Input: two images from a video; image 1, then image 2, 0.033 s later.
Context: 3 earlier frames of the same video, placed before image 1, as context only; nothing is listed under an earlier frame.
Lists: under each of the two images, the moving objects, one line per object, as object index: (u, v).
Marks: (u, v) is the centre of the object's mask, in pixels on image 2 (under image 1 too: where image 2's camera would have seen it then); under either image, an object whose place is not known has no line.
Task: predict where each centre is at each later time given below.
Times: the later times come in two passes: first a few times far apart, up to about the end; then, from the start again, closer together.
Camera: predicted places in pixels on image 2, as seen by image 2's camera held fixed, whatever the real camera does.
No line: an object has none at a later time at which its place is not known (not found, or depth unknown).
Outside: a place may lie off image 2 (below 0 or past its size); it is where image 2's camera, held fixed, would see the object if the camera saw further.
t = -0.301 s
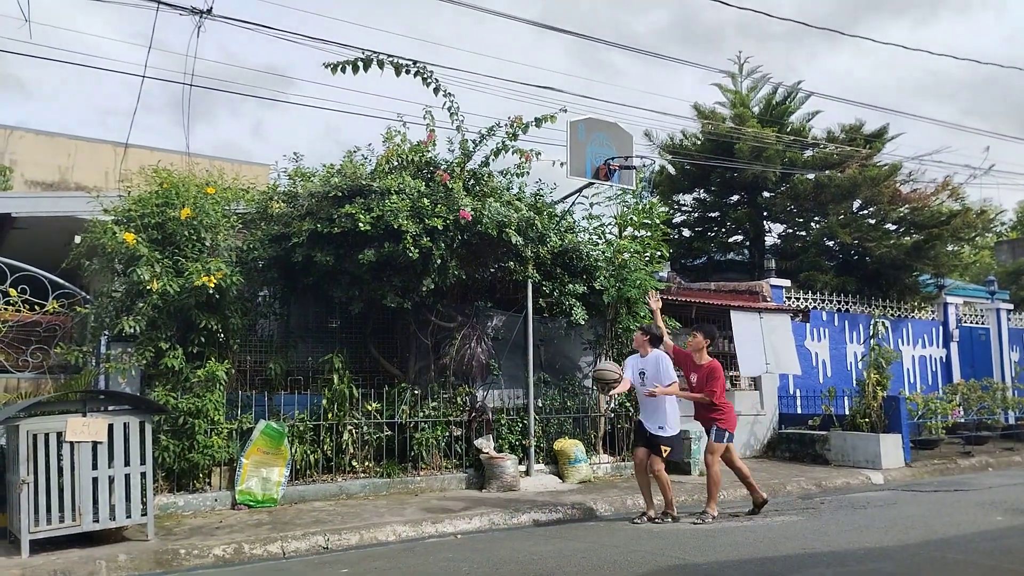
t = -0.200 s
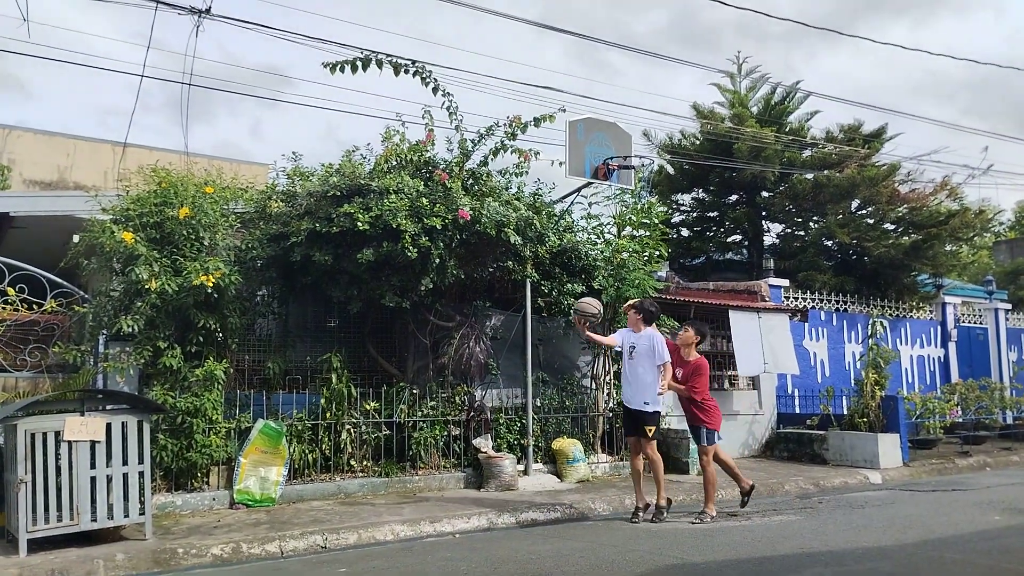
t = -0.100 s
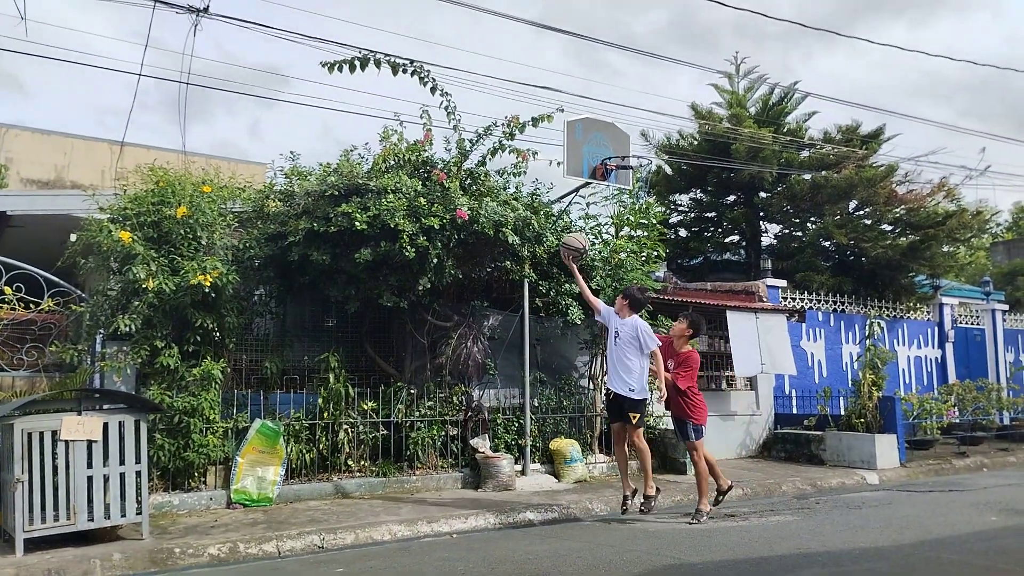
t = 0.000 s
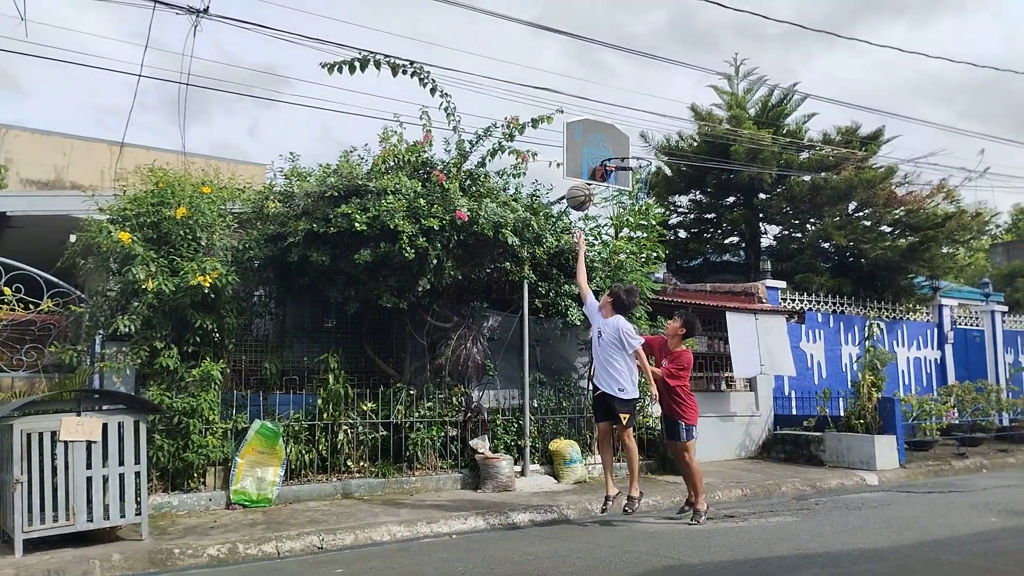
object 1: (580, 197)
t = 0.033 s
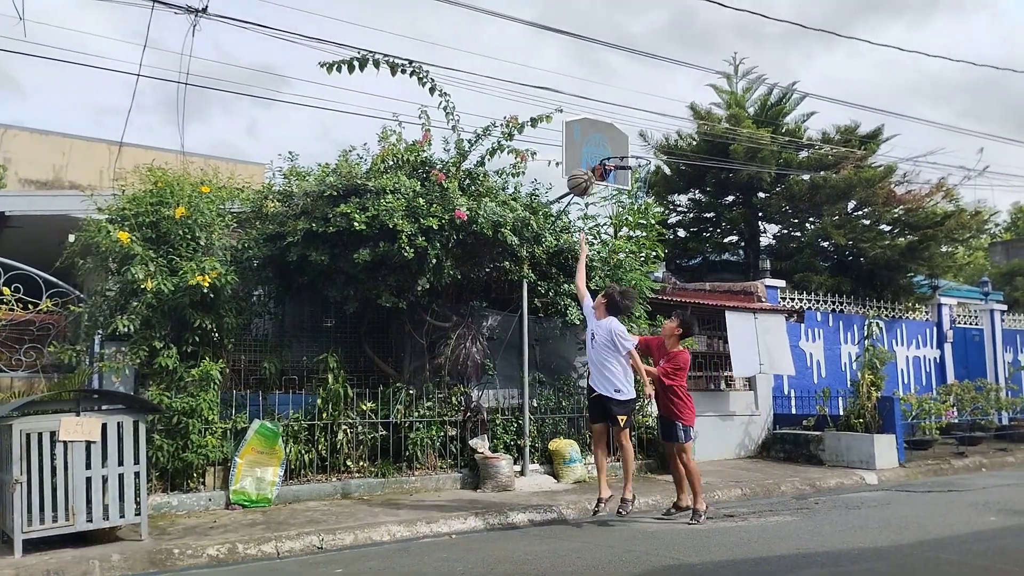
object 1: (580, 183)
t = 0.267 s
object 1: (592, 125)
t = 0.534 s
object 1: (620, 128)
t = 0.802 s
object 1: (627, 157)
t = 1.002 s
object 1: (624, 178)
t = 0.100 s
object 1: (584, 160)
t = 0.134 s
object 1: (586, 150)
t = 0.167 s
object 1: (587, 141)
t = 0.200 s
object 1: (590, 135)
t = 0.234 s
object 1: (591, 129)
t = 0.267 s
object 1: (592, 125)
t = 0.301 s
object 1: (594, 122)
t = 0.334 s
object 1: (597, 119)
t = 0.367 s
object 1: (601, 118)
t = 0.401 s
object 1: (605, 117)
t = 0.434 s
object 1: (609, 118)
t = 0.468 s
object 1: (612, 120)
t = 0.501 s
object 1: (616, 123)
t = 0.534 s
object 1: (620, 128)
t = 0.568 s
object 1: (623, 134)
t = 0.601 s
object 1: (627, 140)
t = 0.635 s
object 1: (631, 148)
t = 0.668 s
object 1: (633, 154)
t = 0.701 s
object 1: (632, 154)
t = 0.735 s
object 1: (630, 153)
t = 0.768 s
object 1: (629, 155)
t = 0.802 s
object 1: (627, 157)
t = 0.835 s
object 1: (623, 159)
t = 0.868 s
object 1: (620, 161)
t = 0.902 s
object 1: (616, 166)
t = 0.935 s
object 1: (619, 170)
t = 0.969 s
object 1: (621, 173)
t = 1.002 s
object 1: (624, 178)
